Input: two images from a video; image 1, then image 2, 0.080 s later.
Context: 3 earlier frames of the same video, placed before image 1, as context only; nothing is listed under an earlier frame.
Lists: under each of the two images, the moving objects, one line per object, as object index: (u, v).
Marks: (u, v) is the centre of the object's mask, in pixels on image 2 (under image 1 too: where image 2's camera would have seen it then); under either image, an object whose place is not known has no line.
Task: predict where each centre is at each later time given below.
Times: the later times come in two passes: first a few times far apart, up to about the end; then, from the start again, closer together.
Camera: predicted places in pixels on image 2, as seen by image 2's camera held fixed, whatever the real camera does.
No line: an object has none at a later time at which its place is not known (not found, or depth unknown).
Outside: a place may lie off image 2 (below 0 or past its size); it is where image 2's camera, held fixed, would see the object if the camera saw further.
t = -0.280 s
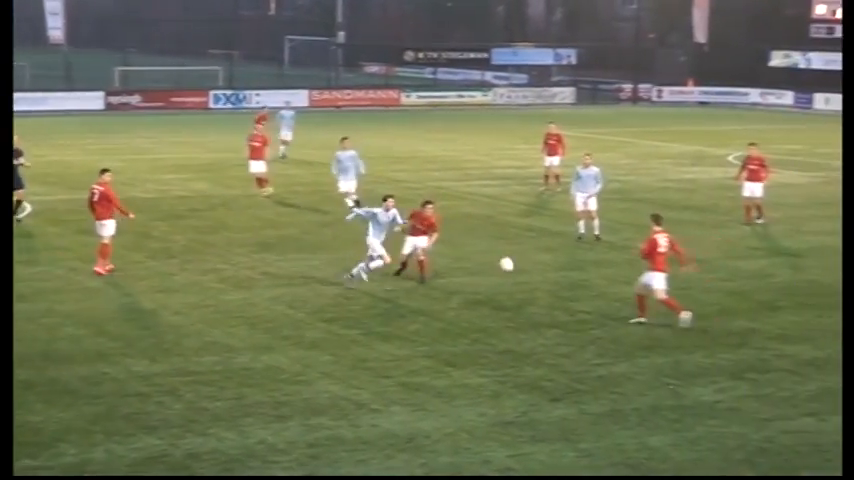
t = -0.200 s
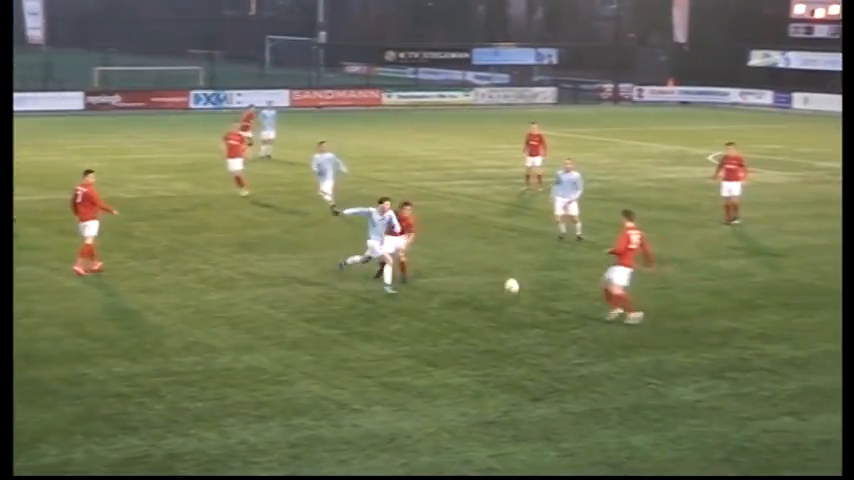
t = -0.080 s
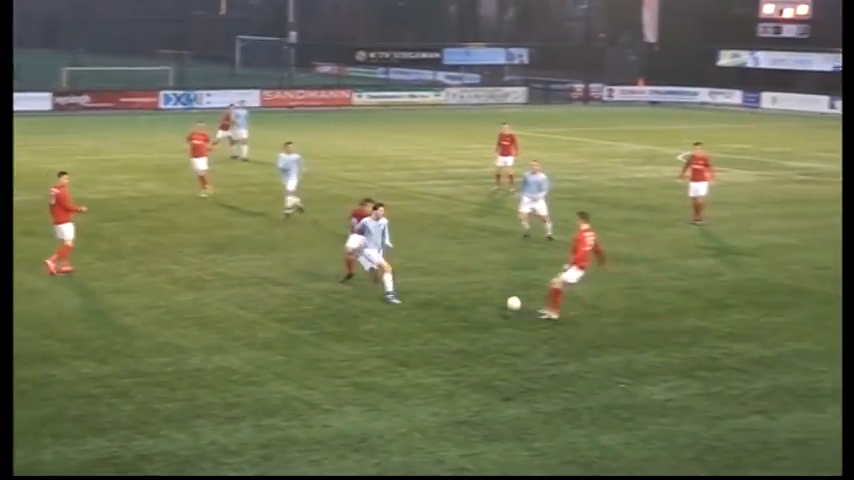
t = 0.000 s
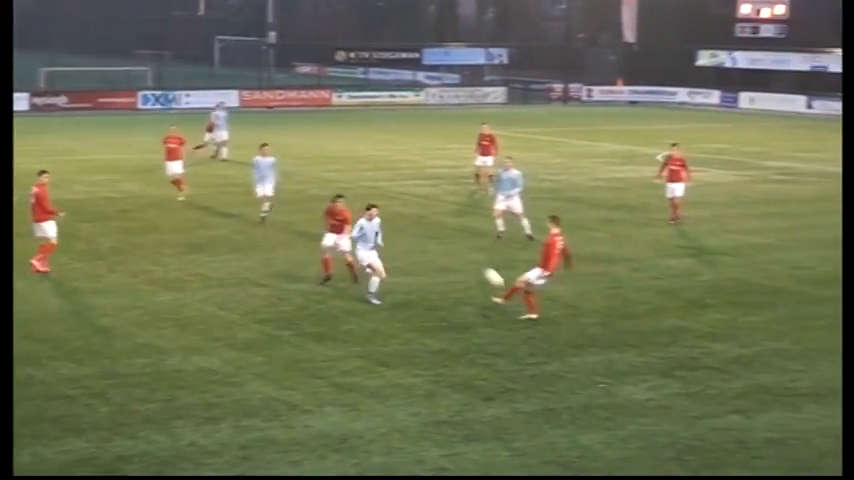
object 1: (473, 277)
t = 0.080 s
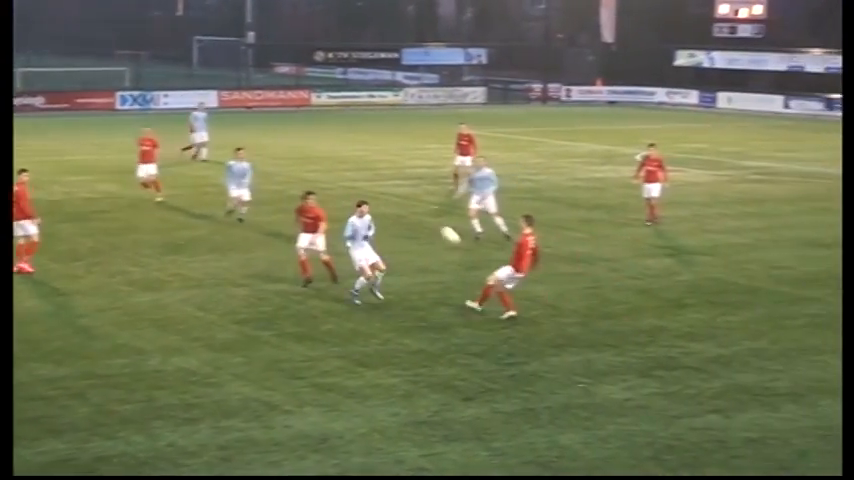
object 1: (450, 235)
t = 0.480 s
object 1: (346, 90)
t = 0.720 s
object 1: (289, 52)
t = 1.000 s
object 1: (227, 47)
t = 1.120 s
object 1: (202, 58)
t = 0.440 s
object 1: (356, 101)
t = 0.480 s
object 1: (346, 90)
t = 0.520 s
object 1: (336, 82)
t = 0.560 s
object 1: (327, 74)
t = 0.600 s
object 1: (317, 67)
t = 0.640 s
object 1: (308, 61)
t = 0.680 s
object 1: (298, 56)
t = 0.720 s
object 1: (289, 52)
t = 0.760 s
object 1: (280, 48)
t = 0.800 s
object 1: (271, 46)
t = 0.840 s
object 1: (263, 45)
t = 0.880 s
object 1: (253, 43)
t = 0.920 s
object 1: (245, 44)
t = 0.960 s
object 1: (236, 45)
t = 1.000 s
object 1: (227, 47)
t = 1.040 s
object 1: (219, 50)
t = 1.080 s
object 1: (211, 54)
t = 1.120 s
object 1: (202, 58)
